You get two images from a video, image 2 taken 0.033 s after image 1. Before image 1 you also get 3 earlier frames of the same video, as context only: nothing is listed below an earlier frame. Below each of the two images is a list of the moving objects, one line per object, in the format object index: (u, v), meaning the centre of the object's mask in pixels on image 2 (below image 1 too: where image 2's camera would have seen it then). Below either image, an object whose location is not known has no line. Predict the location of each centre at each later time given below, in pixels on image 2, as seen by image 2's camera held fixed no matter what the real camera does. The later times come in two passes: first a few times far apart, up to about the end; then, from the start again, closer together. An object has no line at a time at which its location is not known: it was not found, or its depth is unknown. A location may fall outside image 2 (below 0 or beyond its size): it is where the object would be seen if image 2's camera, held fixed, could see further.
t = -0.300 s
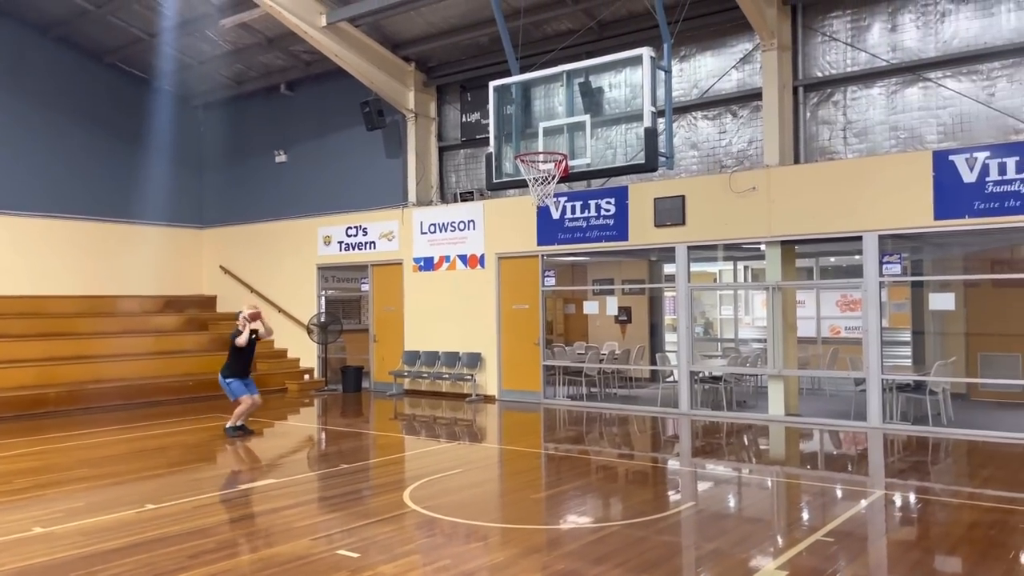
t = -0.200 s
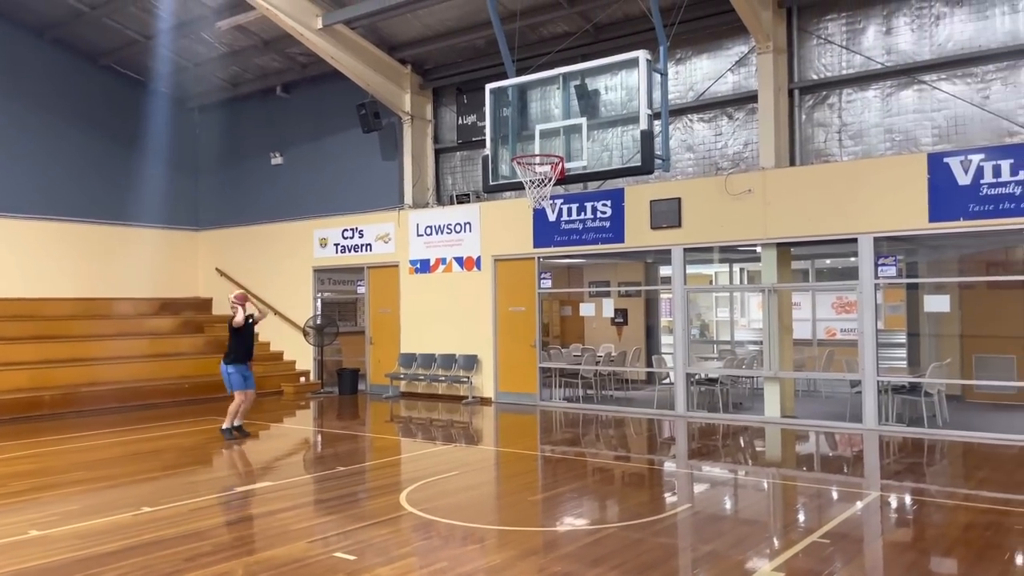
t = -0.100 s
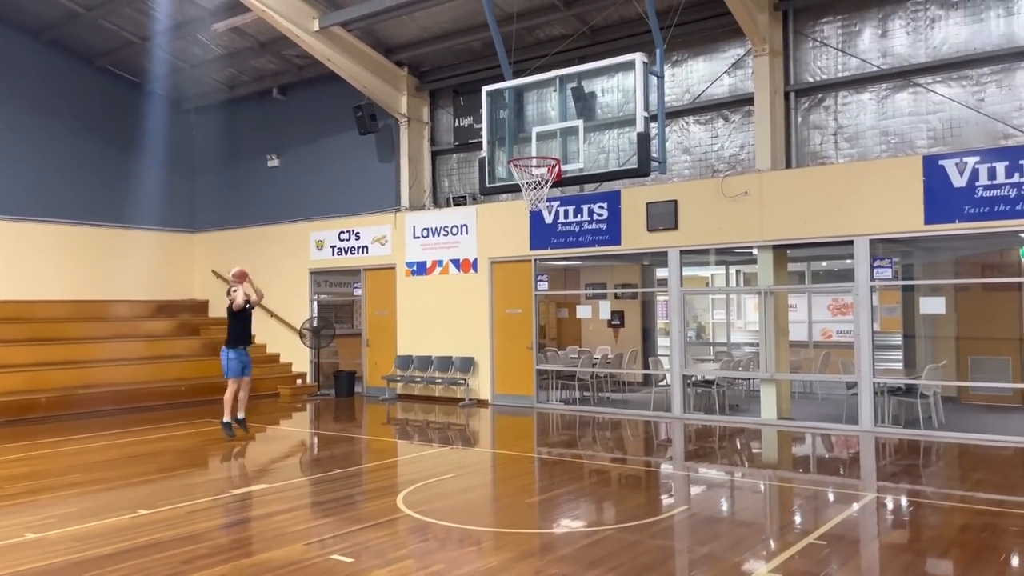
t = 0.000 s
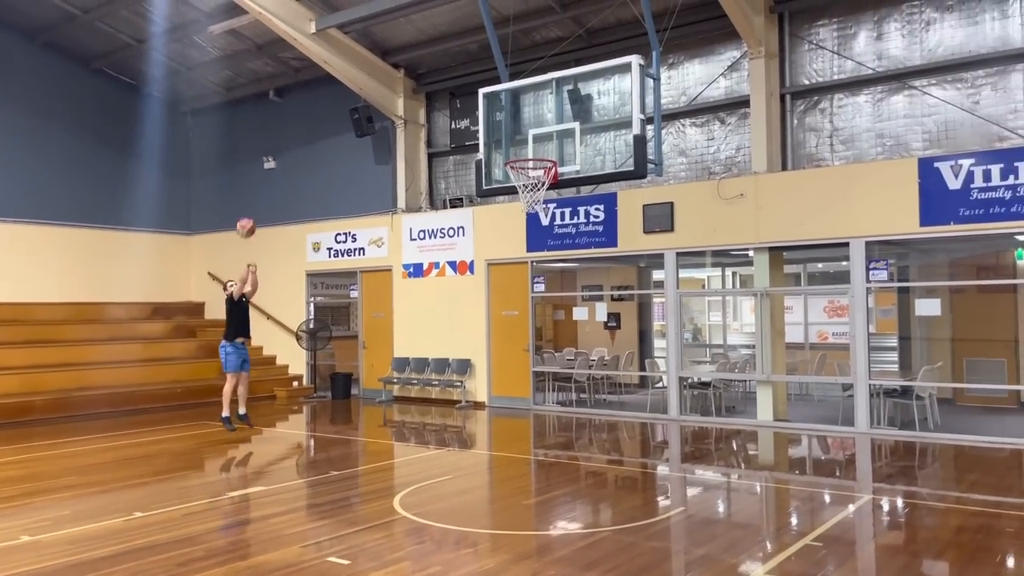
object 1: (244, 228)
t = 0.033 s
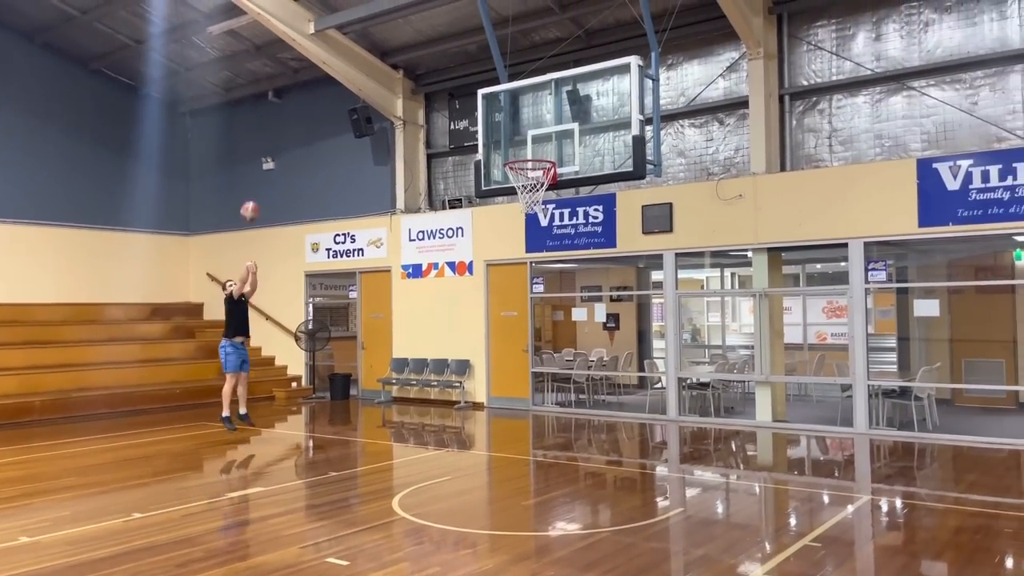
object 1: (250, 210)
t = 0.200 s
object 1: (278, 132)
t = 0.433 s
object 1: (321, 52)
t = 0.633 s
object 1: (361, 12)
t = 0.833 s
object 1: (405, 4)
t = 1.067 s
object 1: (464, 43)
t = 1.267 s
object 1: (520, 125)
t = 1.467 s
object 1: (510, 185)
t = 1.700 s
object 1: (525, 212)
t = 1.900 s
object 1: (551, 268)
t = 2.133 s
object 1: (583, 396)
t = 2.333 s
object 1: (611, 452)
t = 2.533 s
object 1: (631, 359)
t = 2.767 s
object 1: (658, 307)
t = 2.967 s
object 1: (683, 312)
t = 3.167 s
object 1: (710, 367)
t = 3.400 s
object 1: (749, 498)
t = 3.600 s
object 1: (772, 433)
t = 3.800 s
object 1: (797, 382)
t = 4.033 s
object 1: (830, 387)
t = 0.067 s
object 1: (256, 194)
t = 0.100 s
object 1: (261, 177)
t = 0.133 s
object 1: (267, 162)
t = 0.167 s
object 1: (273, 146)
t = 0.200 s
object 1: (278, 132)
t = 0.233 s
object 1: (284, 118)
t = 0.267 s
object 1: (291, 106)
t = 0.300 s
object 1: (297, 93)
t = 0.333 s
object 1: (303, 82)
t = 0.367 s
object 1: (308, 71)
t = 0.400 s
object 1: (315, 61)
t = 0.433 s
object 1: (321, 52)
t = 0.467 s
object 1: (328, 43)
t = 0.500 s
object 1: (335, 35)
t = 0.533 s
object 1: (341, 28)
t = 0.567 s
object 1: (347, 22)
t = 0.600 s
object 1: (354, 16)
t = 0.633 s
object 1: (361, 12)
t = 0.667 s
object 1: (368, 7)
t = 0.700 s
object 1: (375, 5)
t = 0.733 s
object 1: (383, 4)
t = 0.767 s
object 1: (389, 3)
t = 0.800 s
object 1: (398, 3)
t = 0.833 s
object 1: (405, 4)
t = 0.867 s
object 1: (414, 6)
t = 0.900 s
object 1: (422, 9)
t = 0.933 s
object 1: (430, 13)
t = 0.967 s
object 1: (438, 19)
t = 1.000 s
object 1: (446, 26)
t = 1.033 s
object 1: (455, 34)
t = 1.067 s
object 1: (464, 43)
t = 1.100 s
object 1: (473, 54)
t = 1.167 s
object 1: (492, 78)
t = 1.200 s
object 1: (502, 92)
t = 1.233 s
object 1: (511, 108)
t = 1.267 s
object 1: (520, 125)
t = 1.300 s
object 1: (531, 143)
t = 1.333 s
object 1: (541, 163)
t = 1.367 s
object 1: (529, 177)
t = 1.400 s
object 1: (518, 191)
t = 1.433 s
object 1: (513, 191)
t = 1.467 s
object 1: (510, 185)
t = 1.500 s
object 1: (509, 183)
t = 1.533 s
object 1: (510, 185)
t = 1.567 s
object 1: (512, 188)
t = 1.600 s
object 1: (516, 195)
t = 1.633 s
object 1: (521, 203)
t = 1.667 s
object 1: (523, 208)
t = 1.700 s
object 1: (525, 212)
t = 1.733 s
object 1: (531, 215)
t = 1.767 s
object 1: (534, 223)
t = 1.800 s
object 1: (538, 232)
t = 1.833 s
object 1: (543, 243)
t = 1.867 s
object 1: (547, 254)
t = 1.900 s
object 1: (551, 268)
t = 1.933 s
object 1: (556, 282)
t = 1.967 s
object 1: (560, 297)
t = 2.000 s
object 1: (564, 314)
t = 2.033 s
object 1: (569, 333)
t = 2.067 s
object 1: (574, 352)
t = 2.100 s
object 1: (579, 374)
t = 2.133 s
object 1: (583, 396)
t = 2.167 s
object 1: (589, 420)
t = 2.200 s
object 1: (595, 443)
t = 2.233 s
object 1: (599, 470)
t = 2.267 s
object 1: (606, 493)
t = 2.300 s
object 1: (609, 471)
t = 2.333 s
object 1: (611, 452)
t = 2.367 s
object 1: (614, 435)
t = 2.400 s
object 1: (618, 416)
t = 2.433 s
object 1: (621, 400)
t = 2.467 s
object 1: (623, 386)
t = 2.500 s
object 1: (628, 372)
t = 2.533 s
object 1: (631, 359)
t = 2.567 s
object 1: (634, 348)
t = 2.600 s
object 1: (638, 338)
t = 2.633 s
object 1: (641, 329)
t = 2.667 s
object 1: (646, 322)
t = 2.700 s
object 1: (650, 316)
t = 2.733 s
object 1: (654, 310)
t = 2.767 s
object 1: (658, 307)
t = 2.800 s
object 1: (662, 304)
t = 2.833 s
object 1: (666, 303)
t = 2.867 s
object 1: (670, 303)
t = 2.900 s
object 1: (674, 305)
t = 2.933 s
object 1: (679, 308)
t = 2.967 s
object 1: (683, 312)
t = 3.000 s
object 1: (687, 318)
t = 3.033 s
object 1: (691, 325)
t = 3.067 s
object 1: (695, 333)
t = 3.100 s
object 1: (700, 343)
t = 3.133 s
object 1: (705, 355)
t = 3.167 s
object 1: (710, 367)
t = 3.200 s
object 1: (715, 380)
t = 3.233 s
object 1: (719, 397)
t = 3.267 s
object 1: (725, 414)
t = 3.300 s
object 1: (730, 432)
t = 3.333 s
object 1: (735, 453)
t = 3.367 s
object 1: (742, 475)
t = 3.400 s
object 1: (749, 498)
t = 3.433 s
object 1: (755, 514)
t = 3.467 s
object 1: (758, 495)
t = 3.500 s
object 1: (760, 478)
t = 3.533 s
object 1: (762, 460)
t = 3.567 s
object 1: (767, 446)
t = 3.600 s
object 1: (772, 433)
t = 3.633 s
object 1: (776, 421)
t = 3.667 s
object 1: (780, 411)
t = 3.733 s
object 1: (788, 393)
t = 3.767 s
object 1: (793, 387)
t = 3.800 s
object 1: (797, 382)
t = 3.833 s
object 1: (802, 378)
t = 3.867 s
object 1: (806, 377)
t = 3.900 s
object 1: (810, 375)
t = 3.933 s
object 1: (814, 376)
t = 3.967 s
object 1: (819, 378)
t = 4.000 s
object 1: (825, 381)
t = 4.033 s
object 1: (830, 387)
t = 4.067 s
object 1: (833, 394)
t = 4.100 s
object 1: (837, 402)
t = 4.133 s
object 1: (847, 412)
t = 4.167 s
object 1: (848, 424)
